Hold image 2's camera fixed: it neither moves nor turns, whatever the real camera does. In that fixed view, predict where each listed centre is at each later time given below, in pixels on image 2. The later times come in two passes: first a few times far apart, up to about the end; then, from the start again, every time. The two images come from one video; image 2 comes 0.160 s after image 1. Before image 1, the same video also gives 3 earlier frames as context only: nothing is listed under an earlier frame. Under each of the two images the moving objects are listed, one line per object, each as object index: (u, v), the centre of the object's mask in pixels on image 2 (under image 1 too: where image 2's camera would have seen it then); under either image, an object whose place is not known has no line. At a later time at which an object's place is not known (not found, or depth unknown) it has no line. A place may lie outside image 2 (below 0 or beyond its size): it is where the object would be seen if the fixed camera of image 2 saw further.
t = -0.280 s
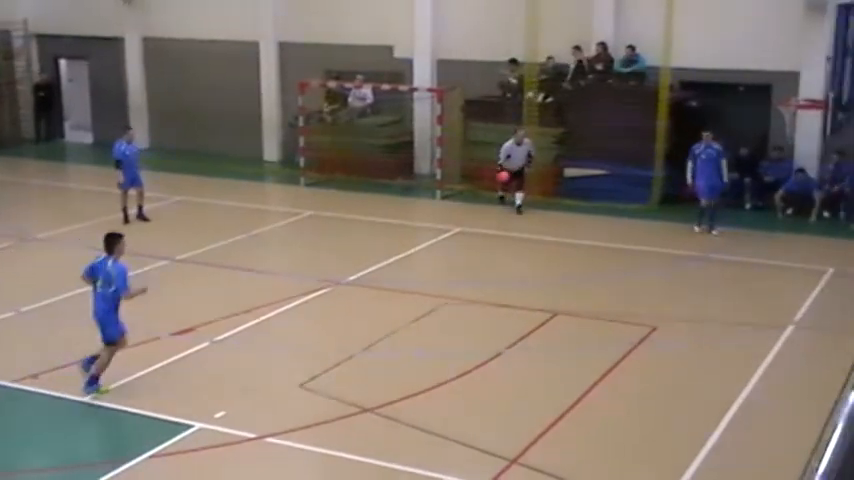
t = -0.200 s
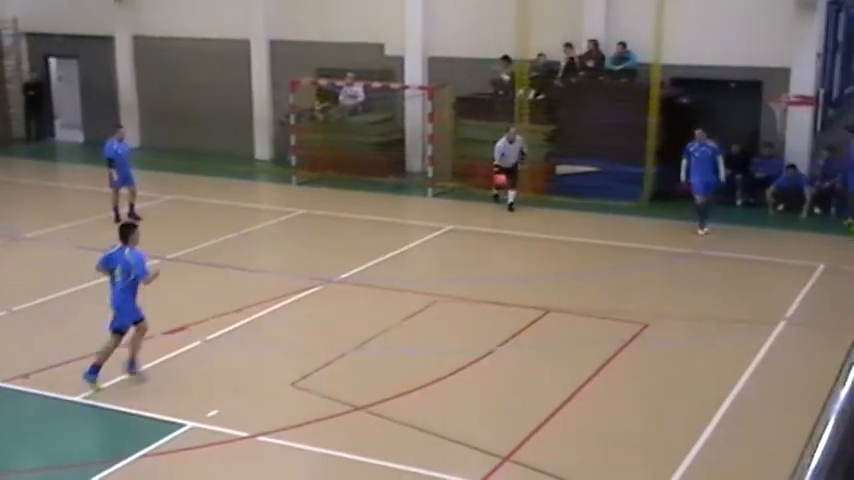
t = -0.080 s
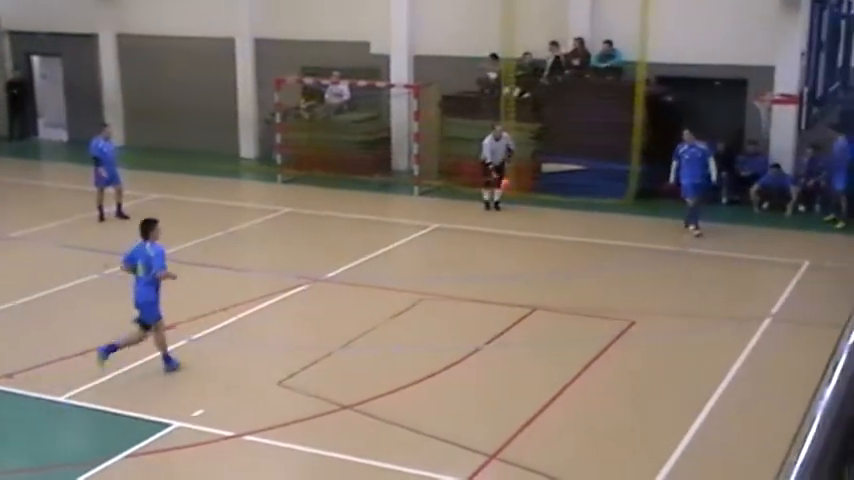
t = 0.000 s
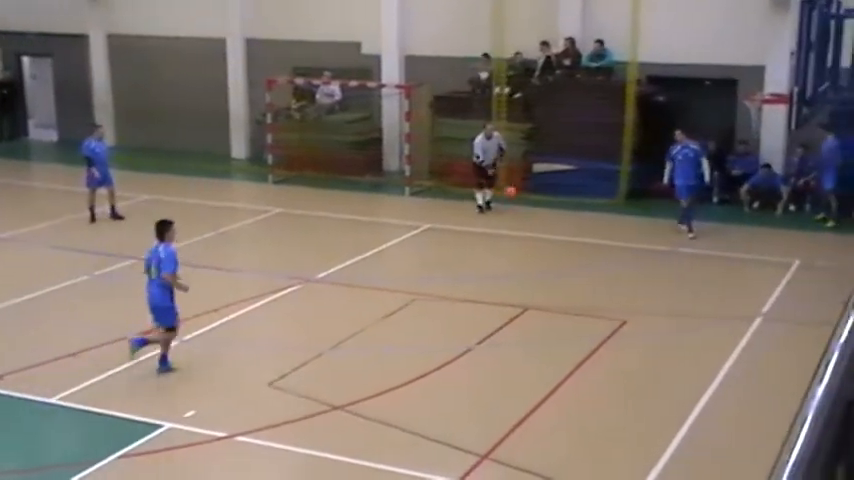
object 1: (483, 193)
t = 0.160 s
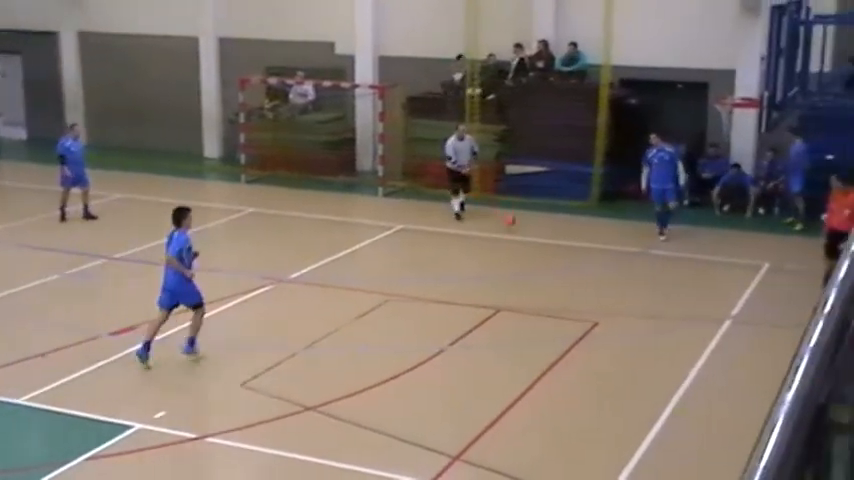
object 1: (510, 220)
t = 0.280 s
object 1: (527, 225)
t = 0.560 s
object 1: (569, 243)
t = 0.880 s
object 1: (618, 255)
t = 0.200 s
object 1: (515, 229)
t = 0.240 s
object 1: (521, 227)
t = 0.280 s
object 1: (527, 225)
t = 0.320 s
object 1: (535, 223)
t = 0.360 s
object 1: (540, 223)
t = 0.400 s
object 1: (545, 225)
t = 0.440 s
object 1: (551, 228)
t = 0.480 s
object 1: (556, 231)
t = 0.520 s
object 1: (560, 234)
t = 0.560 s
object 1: (569, 243)
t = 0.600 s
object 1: (574, 243)
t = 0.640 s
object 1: (581, 244)
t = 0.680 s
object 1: (586, 243)
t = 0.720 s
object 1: (592, 244)
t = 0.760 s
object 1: (599, 246)
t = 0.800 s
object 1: (605, 253)
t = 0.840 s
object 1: (611, 254)
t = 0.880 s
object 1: (618, 255)
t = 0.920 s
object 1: (625, 258)
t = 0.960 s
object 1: (631, 260)
